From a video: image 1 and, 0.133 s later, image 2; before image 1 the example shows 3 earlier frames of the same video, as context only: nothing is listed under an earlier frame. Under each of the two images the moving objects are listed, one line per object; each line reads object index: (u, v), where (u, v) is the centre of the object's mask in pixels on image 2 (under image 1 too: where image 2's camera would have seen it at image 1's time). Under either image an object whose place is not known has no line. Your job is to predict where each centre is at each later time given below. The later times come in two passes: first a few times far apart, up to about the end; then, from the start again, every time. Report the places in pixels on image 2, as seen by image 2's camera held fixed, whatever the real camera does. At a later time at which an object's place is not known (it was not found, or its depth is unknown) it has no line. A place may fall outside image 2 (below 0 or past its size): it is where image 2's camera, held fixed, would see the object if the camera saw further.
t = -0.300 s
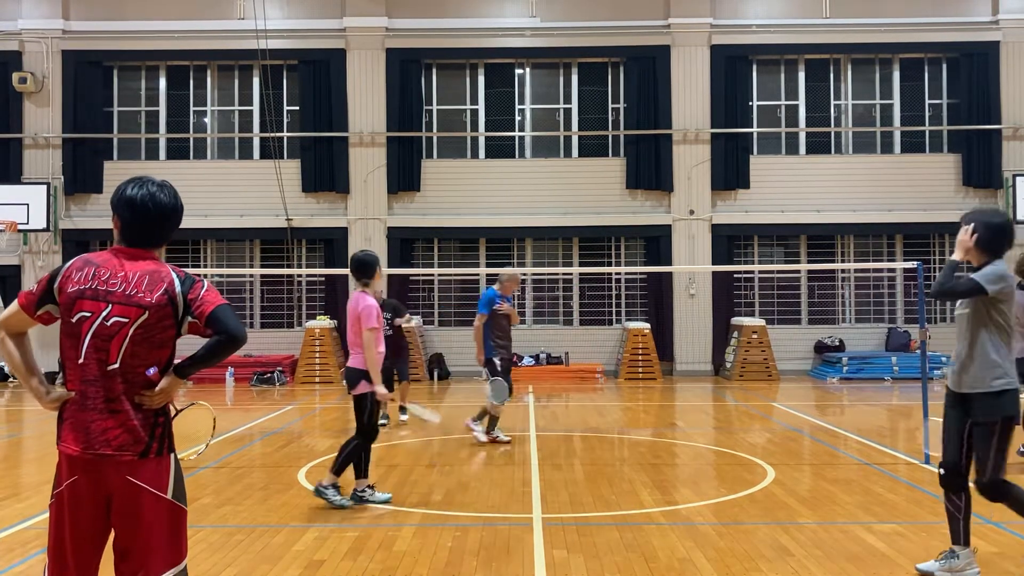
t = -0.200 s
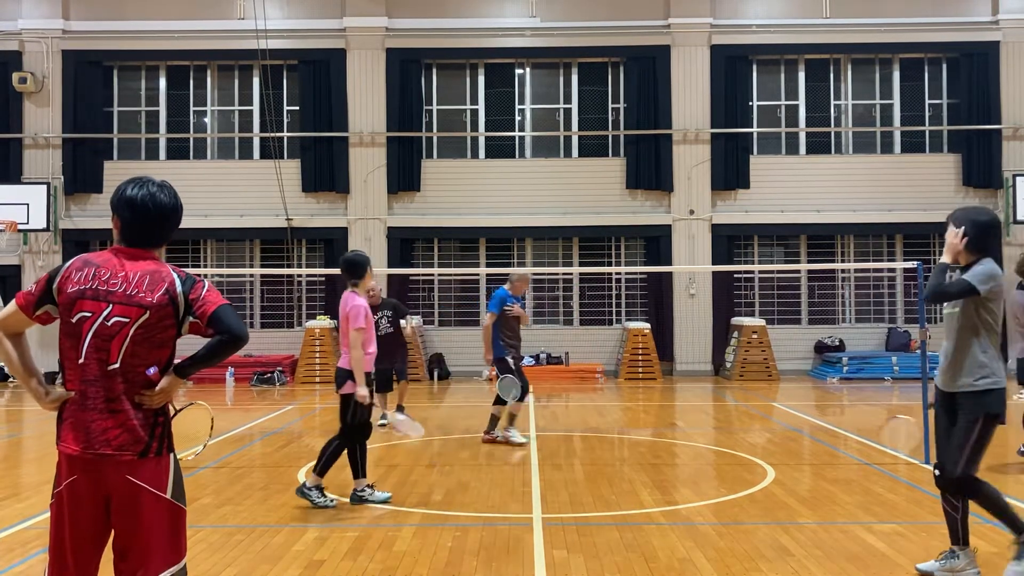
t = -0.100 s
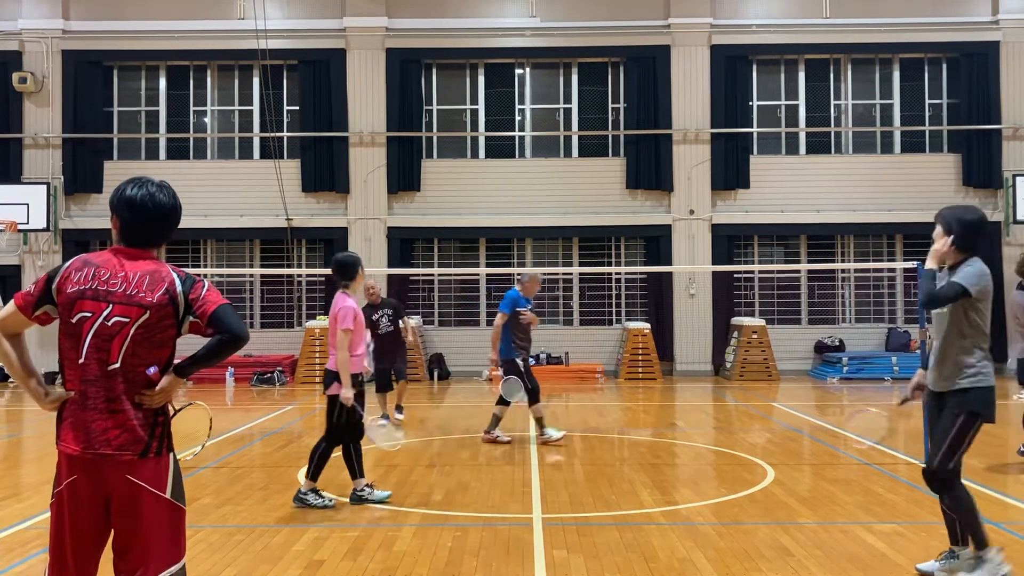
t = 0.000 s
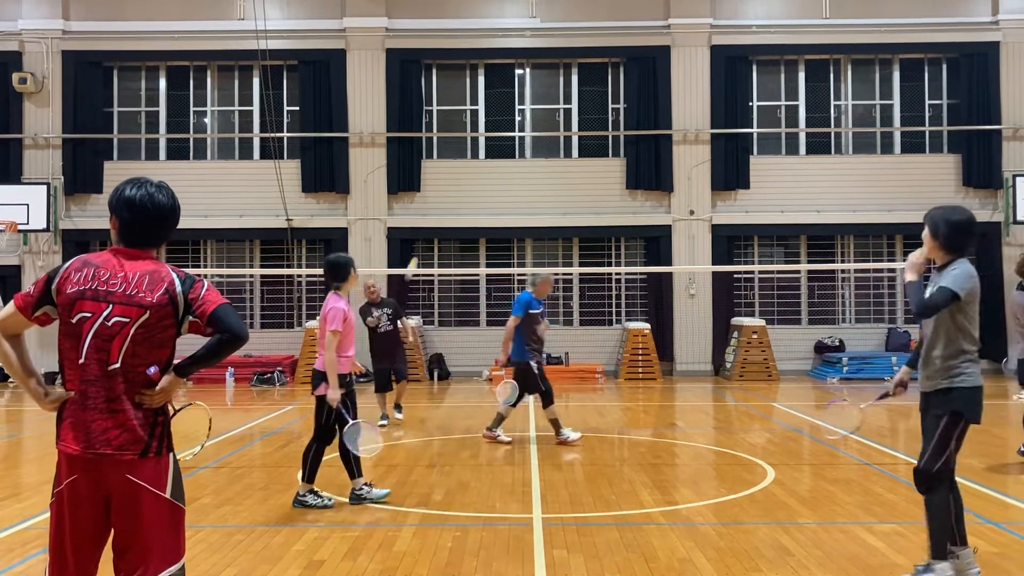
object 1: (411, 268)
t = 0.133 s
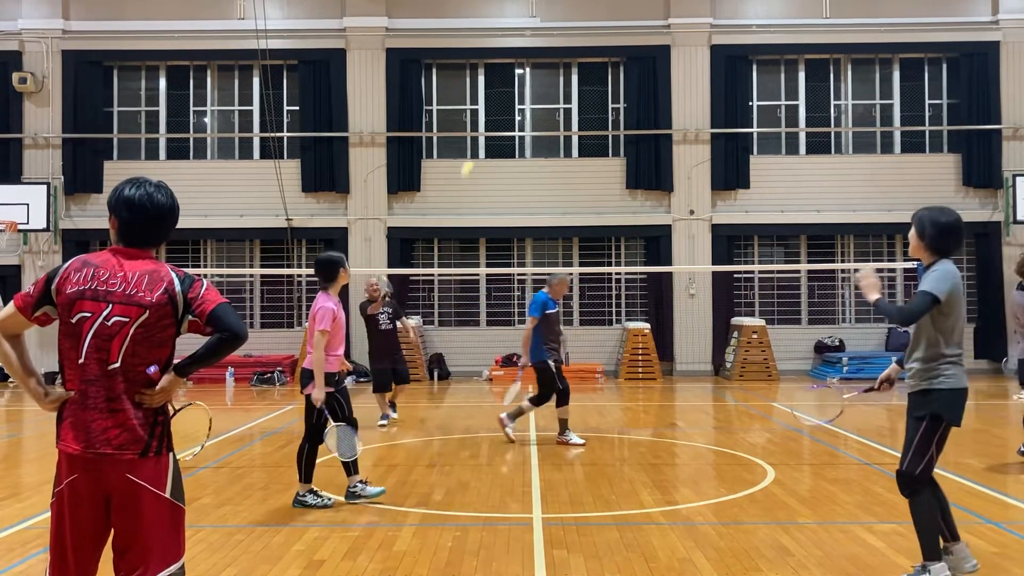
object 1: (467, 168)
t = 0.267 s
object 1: (515, 102)
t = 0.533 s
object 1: (612, 39)
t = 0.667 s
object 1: (658, 40)
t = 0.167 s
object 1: (479, 149)
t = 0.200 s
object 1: (492, 131)
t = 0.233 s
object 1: (503, 116)
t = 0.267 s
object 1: (515, 102)
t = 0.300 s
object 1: (528, 90)
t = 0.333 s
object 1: (541, 78)
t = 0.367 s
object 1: (553, 68)
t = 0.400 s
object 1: (565, 59)
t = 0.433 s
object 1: (577, 52)
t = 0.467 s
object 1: (589, 46)
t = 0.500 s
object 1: (600, 42)
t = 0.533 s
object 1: (612, 39)
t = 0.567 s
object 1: (623, 37)
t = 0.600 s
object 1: (634, 37)
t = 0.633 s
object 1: (646, 37)
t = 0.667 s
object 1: (658, 40)
